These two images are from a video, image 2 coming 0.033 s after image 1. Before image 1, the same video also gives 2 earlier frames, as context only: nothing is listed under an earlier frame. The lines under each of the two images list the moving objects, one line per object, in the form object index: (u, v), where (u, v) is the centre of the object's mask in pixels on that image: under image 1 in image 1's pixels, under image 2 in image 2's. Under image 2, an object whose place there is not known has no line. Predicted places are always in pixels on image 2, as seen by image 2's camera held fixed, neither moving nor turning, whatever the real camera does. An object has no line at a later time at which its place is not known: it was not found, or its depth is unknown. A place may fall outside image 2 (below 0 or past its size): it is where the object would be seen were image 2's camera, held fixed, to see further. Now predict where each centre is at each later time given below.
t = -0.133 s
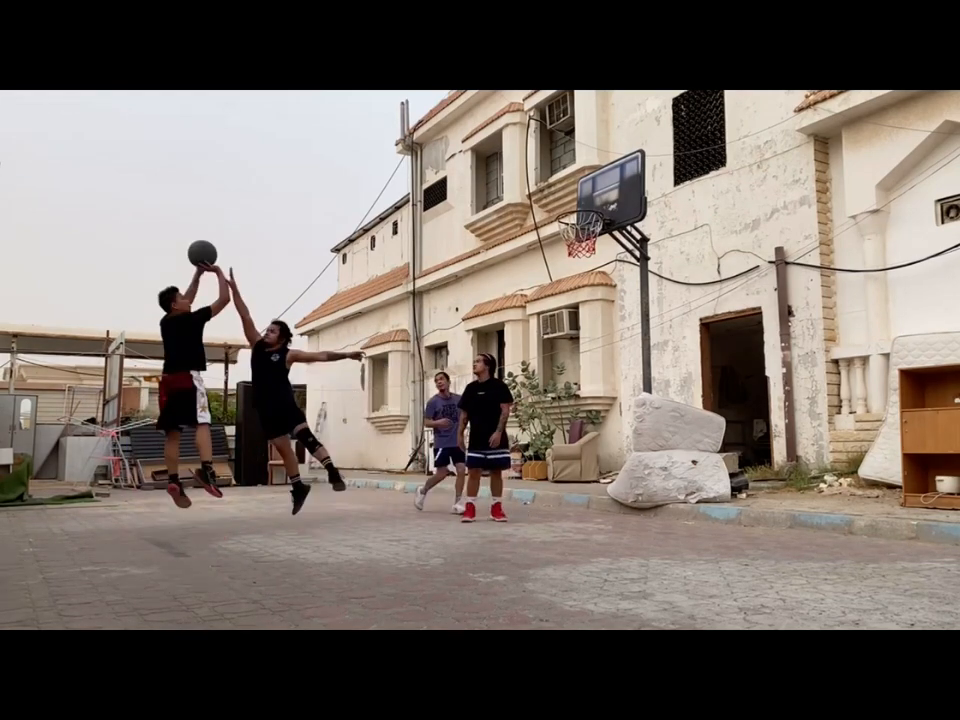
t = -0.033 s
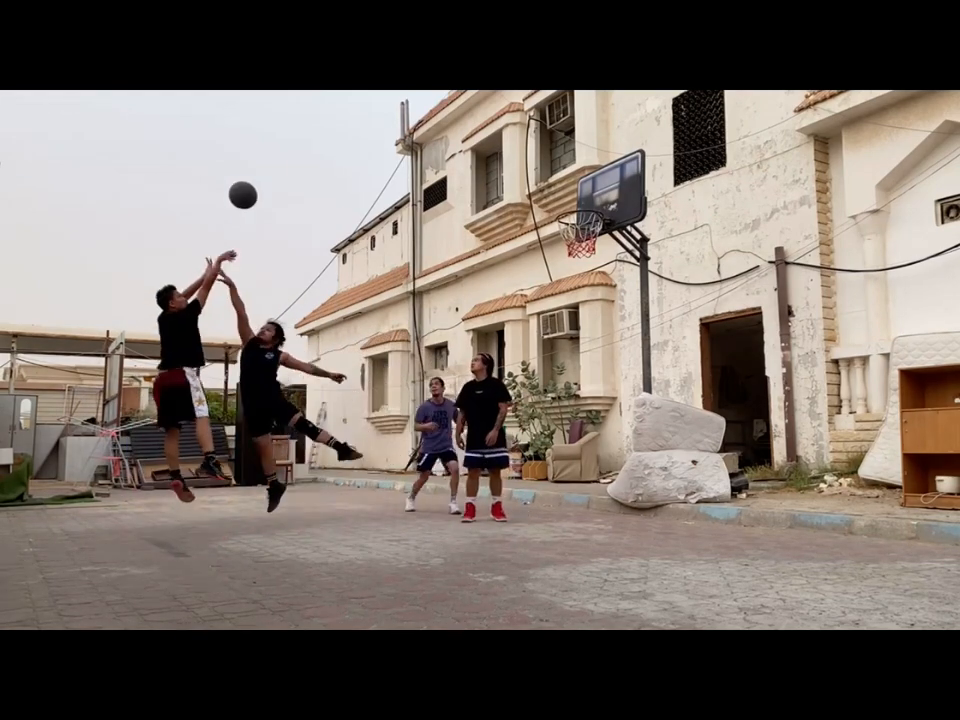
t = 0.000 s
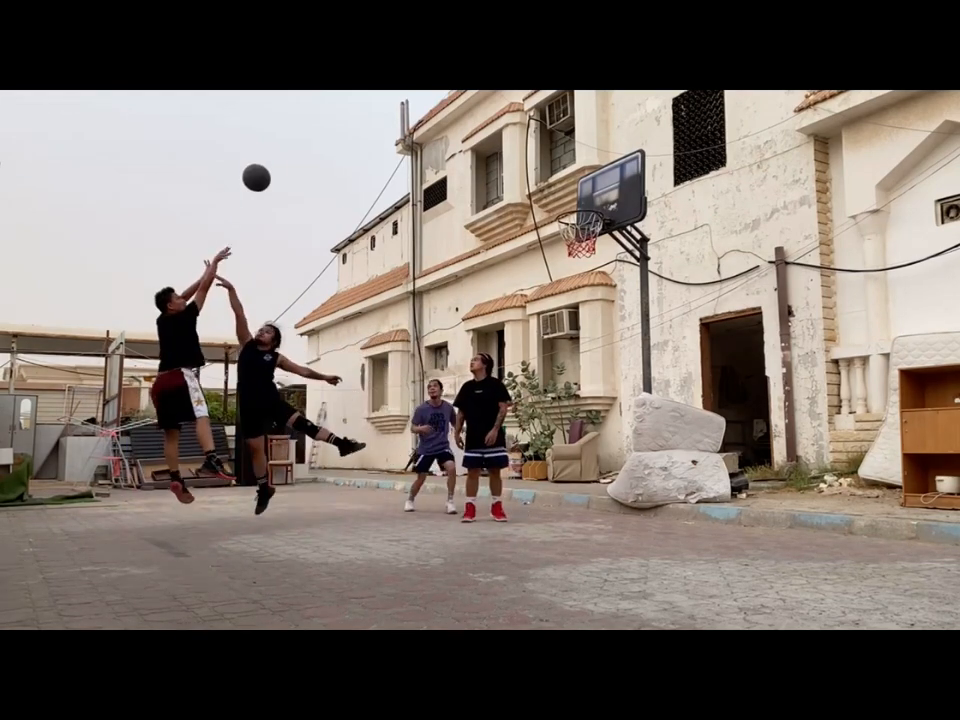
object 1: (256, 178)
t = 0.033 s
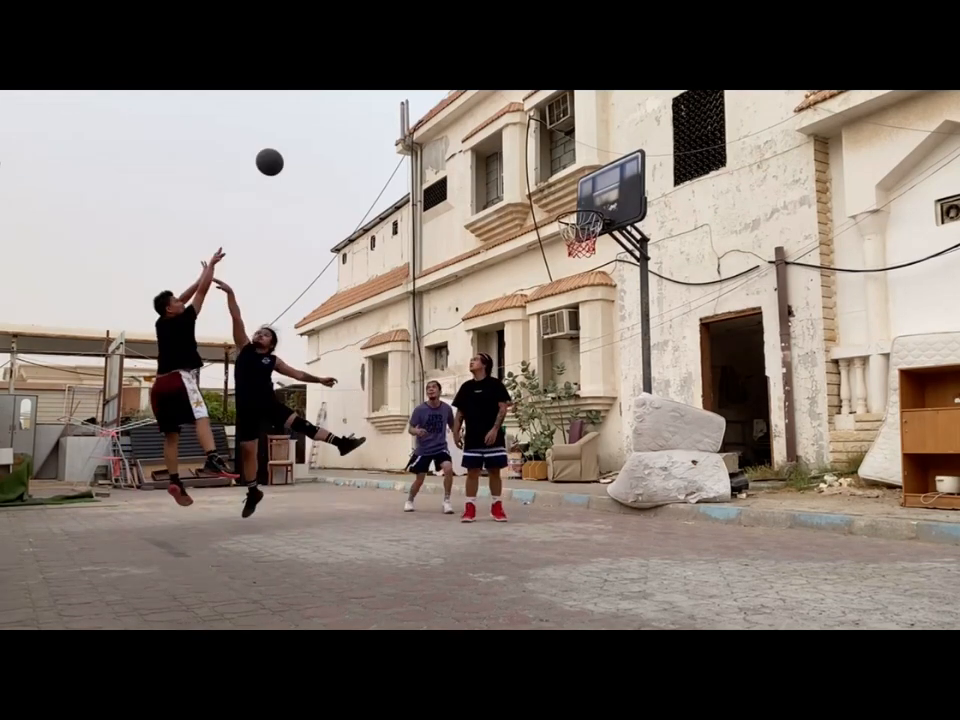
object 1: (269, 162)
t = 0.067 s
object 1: (282, 148)
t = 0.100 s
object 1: (295, 135)
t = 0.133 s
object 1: (307, 123)
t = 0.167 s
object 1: (320, 113)
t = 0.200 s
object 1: (332, 104)
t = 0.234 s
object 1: (343, 99)
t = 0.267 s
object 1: (355, 96)
